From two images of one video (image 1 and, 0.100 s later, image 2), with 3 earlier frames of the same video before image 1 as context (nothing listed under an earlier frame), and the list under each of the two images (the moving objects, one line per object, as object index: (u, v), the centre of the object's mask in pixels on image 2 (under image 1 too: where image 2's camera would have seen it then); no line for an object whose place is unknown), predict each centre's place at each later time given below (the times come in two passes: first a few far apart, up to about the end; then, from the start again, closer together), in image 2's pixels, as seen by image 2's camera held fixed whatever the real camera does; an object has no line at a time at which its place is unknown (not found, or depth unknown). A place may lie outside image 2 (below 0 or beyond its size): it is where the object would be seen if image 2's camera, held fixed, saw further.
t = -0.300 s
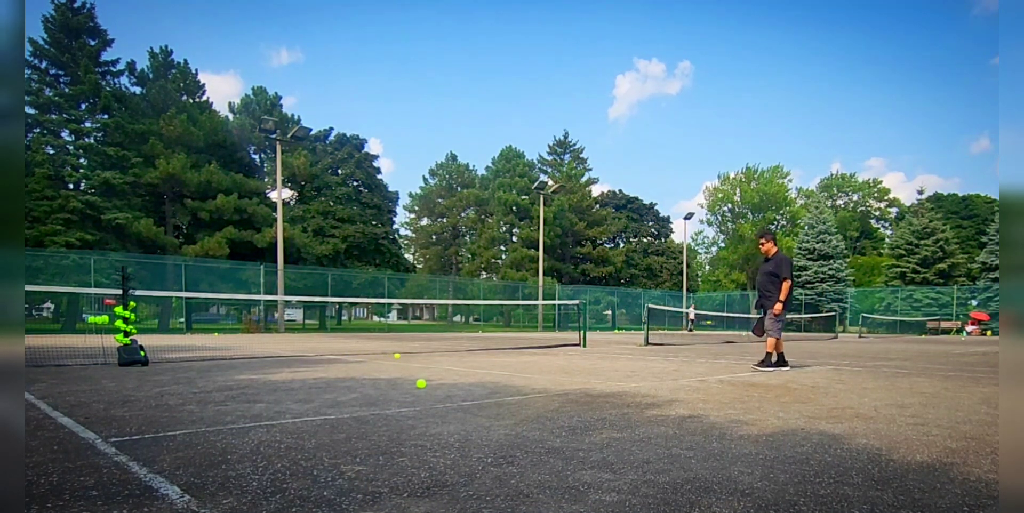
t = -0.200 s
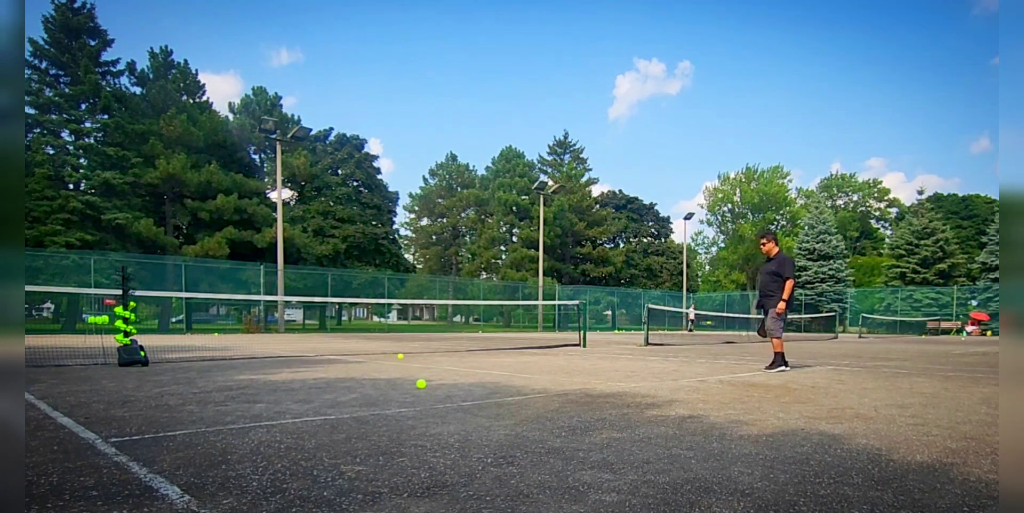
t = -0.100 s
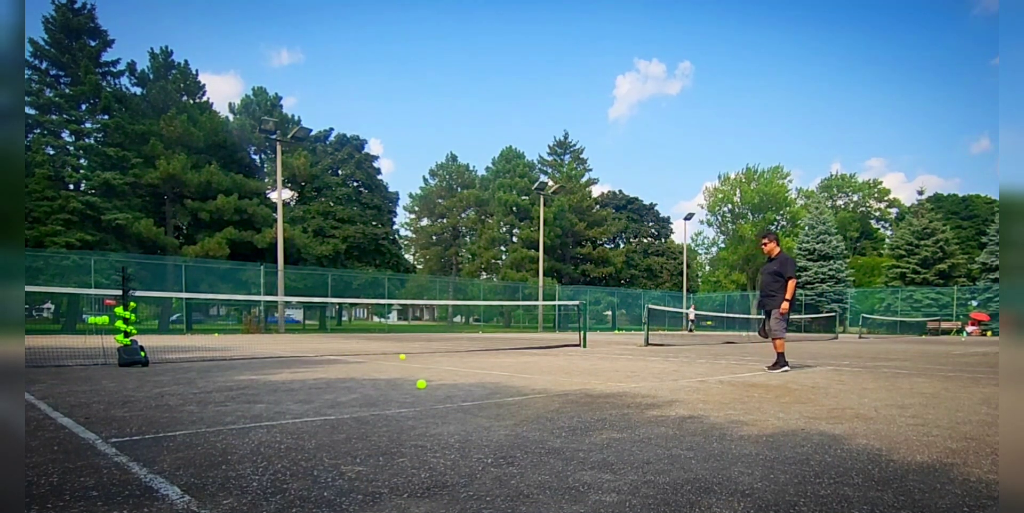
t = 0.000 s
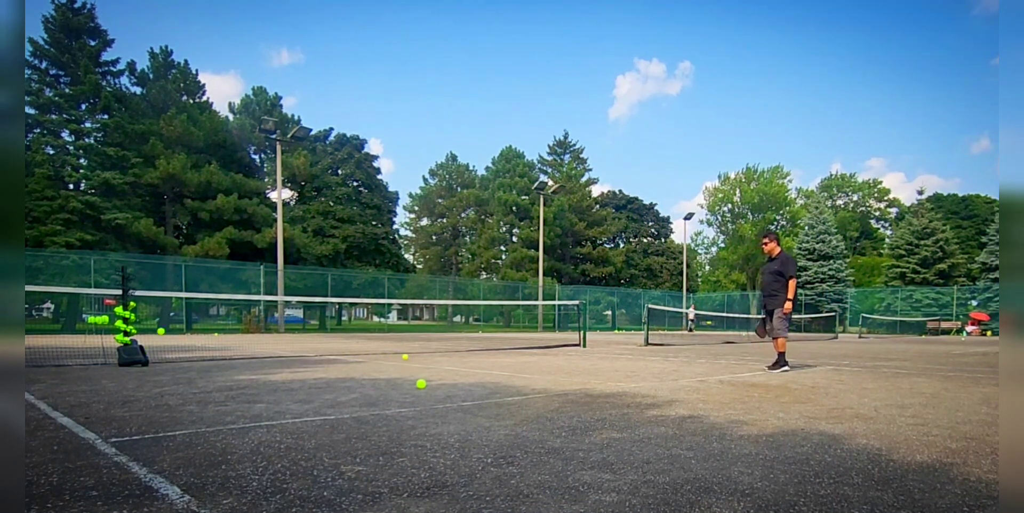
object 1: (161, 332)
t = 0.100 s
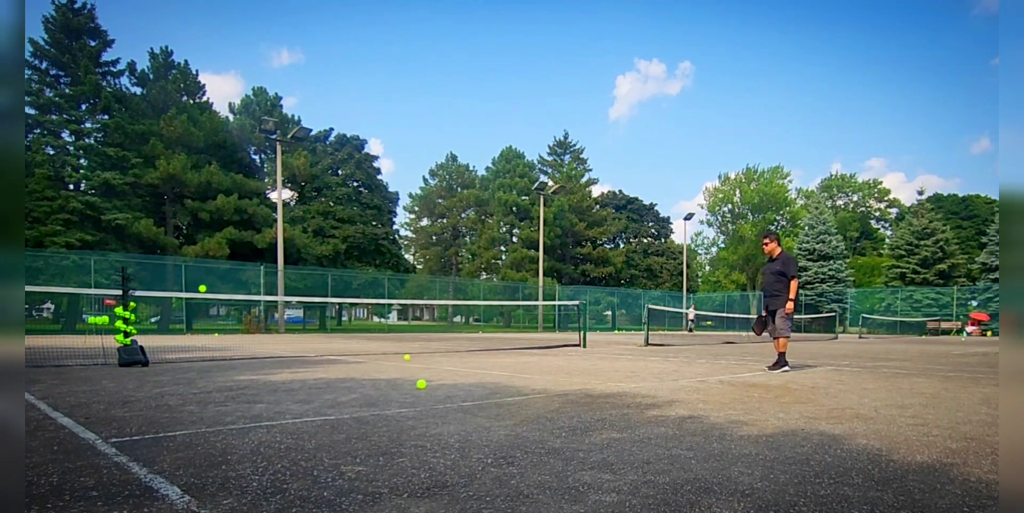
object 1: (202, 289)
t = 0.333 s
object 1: (294, 226)
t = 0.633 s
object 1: (406, 216)
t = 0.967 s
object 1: (519, 293)
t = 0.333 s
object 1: (294, 226)
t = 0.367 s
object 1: (307, 220)
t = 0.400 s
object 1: (319, 216)
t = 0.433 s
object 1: (332, 213)
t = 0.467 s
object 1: (345, 211)
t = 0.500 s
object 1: (357, 210)
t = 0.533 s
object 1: (370, 210)
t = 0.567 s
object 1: (382, 211)
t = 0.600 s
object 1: (393, 213)
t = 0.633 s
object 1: (406, 216)
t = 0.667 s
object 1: (418, 219)
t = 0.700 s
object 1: (430, 224)
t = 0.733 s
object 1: (441, 229)
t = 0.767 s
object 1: (453, 235)
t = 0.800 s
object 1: (465, 243)
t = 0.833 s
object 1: (475, 251)
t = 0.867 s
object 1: (487, 260)
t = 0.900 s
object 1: (498, 270)
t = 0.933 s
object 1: (509, 281)
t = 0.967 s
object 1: (519, 293)
